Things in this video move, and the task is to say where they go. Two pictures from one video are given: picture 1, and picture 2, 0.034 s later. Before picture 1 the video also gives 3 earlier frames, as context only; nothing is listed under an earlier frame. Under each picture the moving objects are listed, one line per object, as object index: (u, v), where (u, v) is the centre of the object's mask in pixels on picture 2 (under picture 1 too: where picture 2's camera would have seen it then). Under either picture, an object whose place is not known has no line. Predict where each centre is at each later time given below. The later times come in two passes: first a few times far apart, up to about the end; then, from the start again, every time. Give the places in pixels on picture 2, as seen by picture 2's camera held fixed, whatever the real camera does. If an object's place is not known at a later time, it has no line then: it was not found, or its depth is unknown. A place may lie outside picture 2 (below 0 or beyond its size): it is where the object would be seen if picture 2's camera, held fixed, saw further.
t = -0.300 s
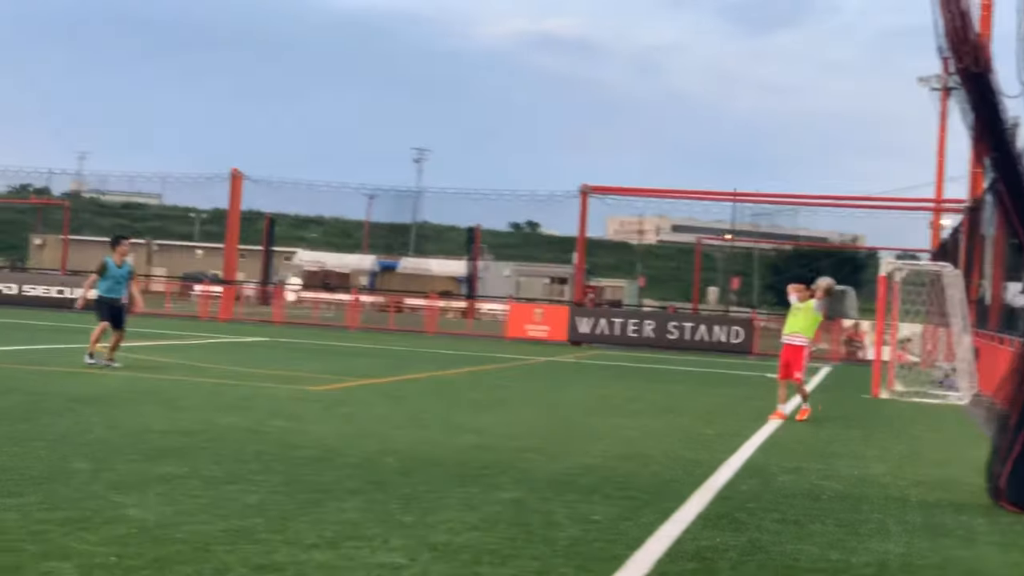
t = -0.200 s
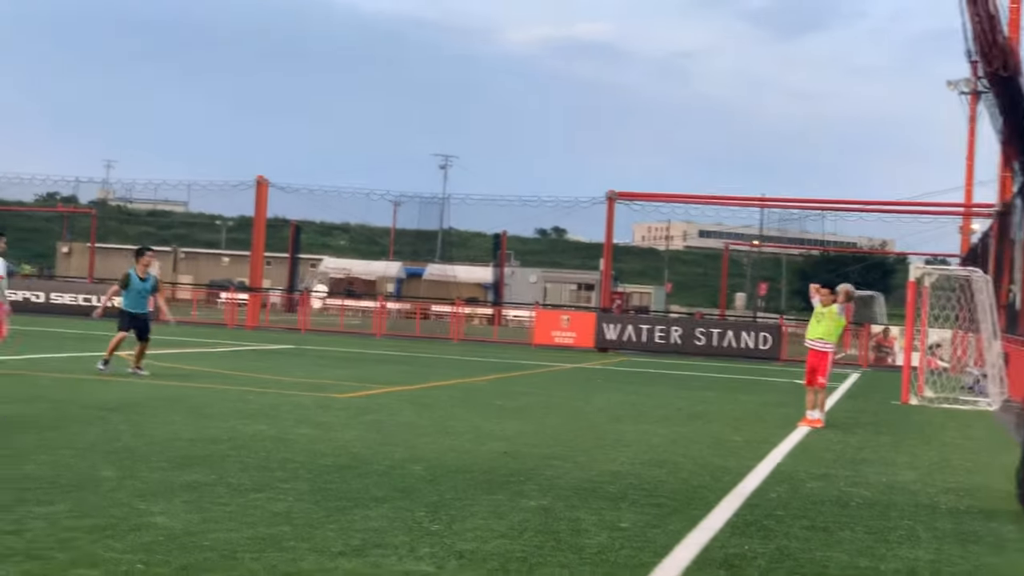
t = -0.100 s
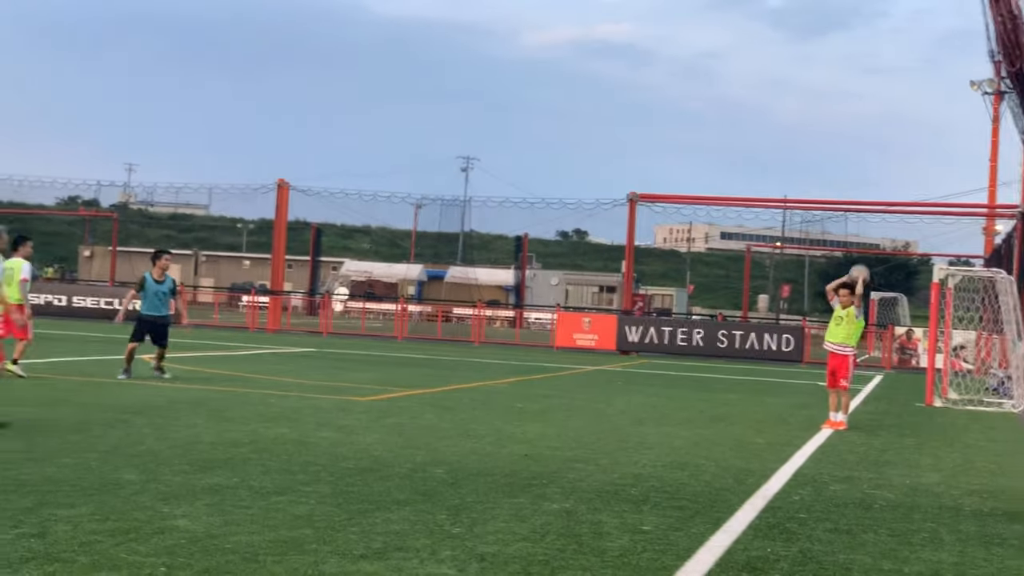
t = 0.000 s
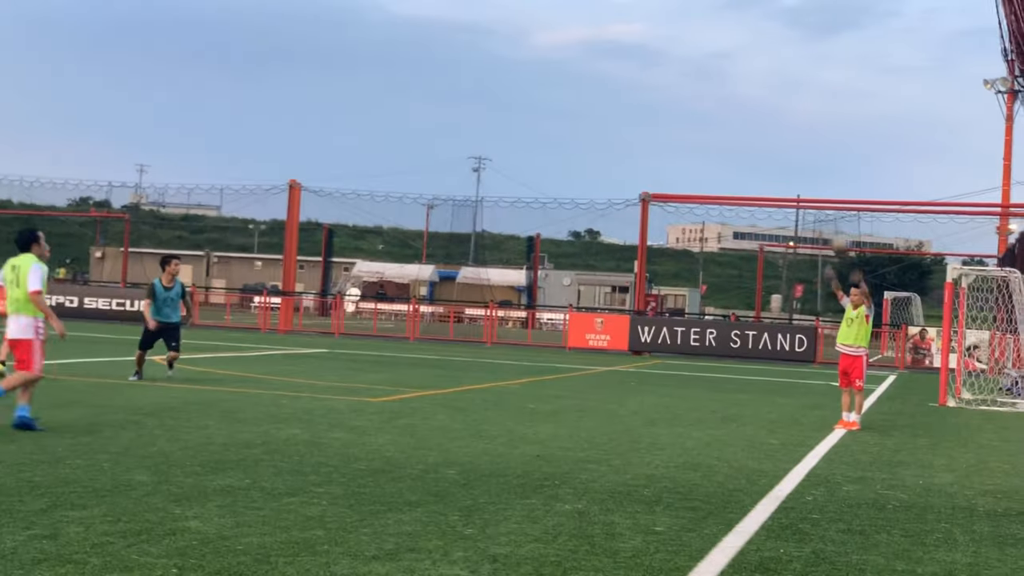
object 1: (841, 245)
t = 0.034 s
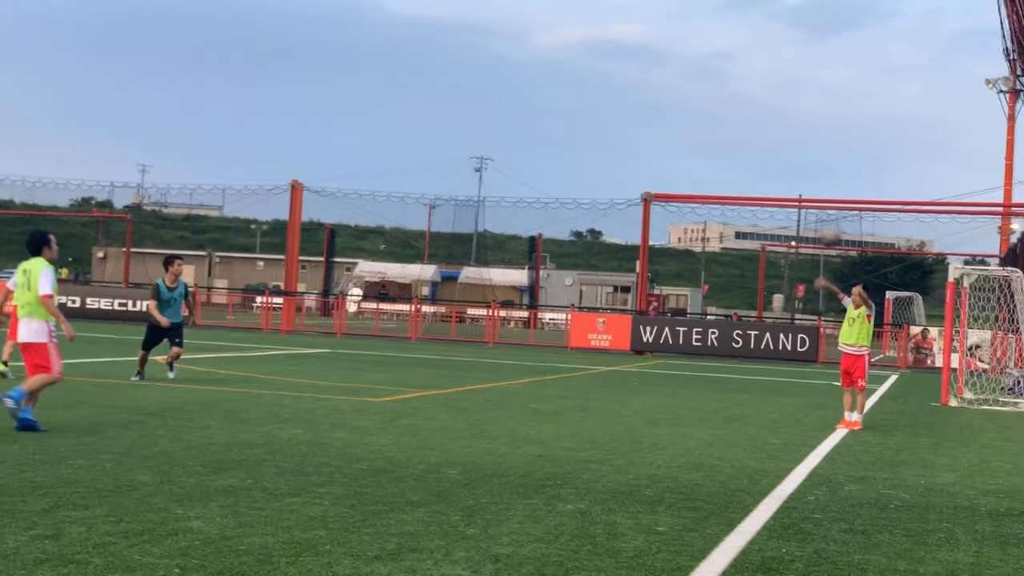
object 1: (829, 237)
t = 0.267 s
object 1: (732, 209)
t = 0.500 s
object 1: (622, 233)
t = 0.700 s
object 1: (515, 300)
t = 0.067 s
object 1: (817, 231)
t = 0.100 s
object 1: (802, 224)
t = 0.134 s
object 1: (789, 220)
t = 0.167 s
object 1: (775, 215)
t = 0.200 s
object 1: (761, 212)
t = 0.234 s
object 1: (747, 210)
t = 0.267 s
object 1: (732, 209)
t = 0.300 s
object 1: (718, 209)
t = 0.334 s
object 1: (702, 210)
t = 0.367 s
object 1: (686, 212)
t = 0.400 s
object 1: (670, 216)
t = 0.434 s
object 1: (654, 220)
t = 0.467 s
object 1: (638, 226)
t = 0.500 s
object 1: (622, 233)
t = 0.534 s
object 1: (605, 239)
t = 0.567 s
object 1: (587, 248)
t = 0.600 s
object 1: (570, 259)
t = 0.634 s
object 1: (552, 272)
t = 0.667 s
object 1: (534, 286)
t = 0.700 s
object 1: (515, 300)
